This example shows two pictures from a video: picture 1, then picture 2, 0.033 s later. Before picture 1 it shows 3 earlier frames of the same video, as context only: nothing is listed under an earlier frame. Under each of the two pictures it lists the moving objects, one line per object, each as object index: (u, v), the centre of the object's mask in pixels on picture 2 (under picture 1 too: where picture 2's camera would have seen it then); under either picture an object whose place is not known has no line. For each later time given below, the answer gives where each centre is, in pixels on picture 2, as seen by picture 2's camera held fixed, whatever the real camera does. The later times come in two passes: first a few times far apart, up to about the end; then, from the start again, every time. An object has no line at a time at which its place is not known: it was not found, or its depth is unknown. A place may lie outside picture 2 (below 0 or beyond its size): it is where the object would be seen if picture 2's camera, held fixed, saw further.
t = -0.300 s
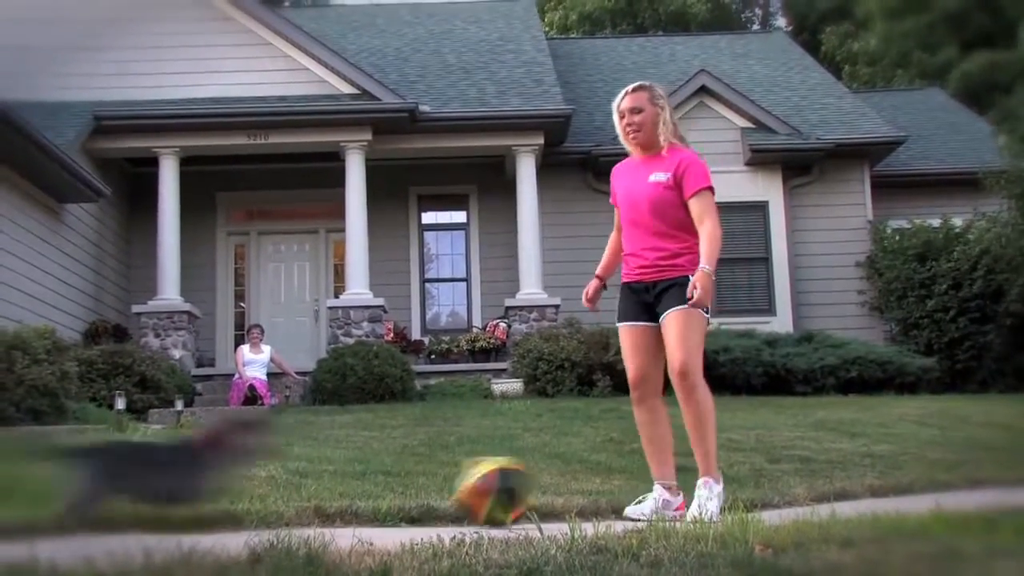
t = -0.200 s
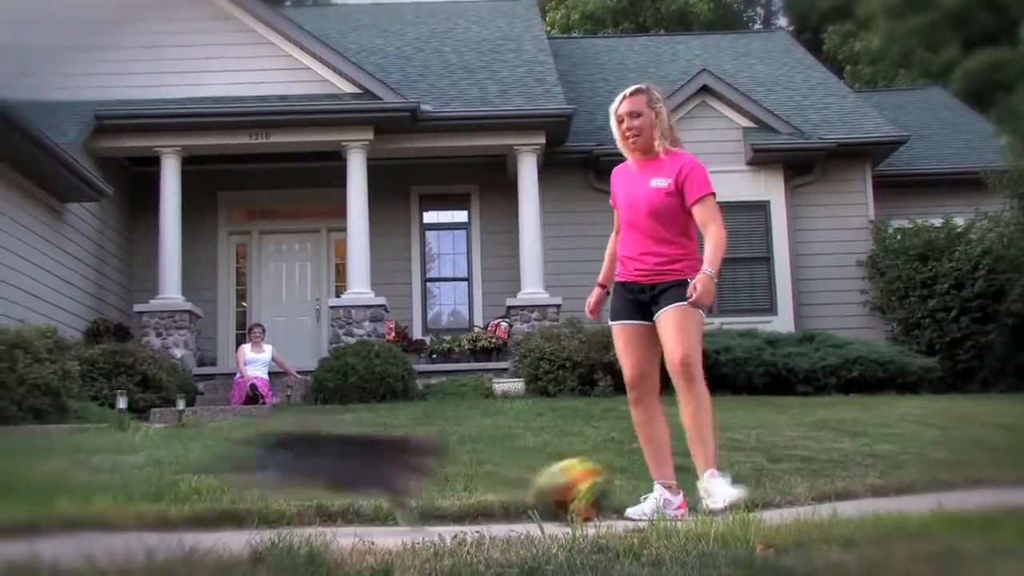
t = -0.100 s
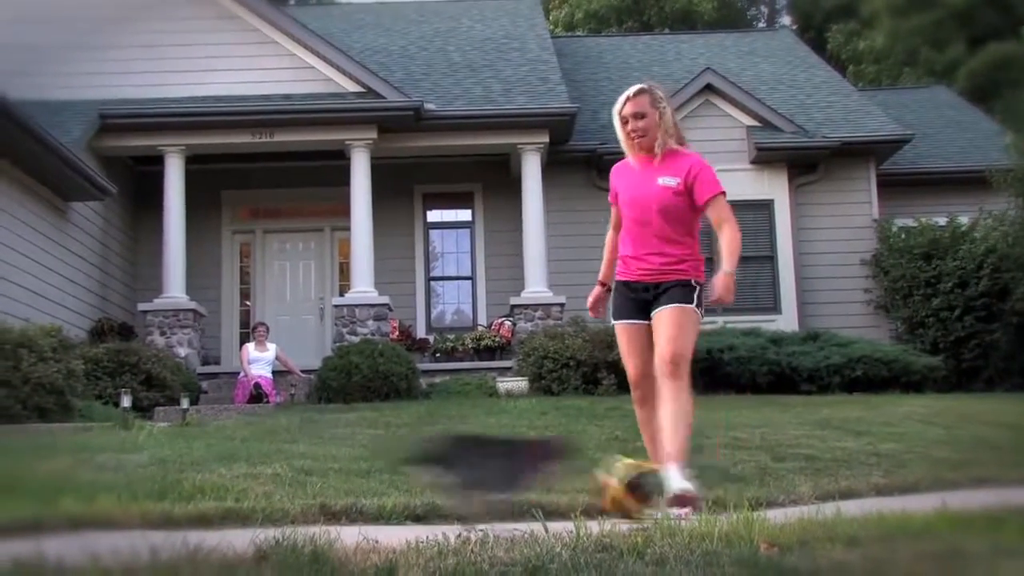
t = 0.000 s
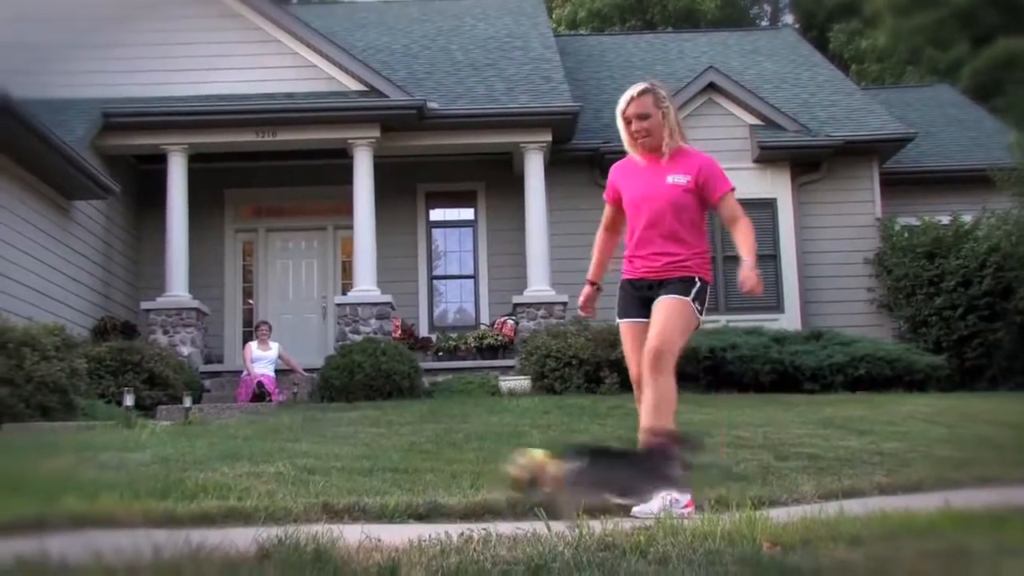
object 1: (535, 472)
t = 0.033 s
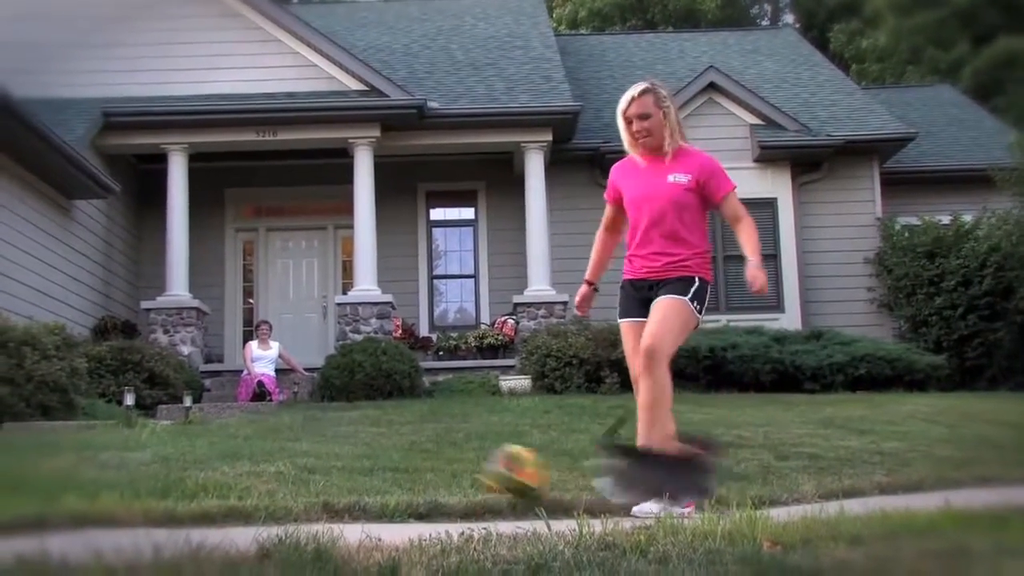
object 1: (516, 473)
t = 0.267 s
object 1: (408, 454)
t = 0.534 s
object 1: (349, 445)
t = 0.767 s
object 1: (316, 440)
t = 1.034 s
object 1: (296, 437)
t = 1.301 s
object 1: (297, 439)
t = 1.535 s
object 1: (306, 441)
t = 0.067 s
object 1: (491, 468)
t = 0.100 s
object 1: (474, 466)
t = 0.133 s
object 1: (454, 465)
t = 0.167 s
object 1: (438, 464)
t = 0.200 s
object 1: (428, 460)
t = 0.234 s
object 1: (418, 456)
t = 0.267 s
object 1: (408, 454)
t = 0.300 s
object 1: (399, 452)
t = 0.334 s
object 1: (391, 452)
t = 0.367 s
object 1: (382, 452)
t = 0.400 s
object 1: (373, 451)
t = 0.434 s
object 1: (366, 449)
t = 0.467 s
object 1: (360, 447)
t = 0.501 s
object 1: (353, 445)
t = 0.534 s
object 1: (349, 445)
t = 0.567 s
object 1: (342, 445)
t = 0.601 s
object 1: (337, 443)
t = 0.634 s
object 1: (332, 442)
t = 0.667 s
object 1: (328, 441)
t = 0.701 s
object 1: (323, 441)
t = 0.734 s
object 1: (320, 440)
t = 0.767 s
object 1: (316, 440)
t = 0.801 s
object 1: (313, 439)
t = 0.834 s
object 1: (310, 439)
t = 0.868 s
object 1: (305, 438)
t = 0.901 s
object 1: (304, 438)
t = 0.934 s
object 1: (301, 437)
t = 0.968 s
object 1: (299, 437)
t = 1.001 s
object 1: (298, 437)
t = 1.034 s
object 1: (296, 437)
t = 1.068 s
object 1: (295, 437)
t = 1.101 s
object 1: (295, 437)
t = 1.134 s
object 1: (295, 438)
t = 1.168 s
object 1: (295, 438)
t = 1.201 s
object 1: (295, 439)
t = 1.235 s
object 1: (295, 439)
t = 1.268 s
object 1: (296, 439)
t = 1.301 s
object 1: (297, 439)
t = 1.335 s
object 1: (298, 440)
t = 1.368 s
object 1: (299, 440)
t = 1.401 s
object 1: (300, 440)
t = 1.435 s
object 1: (302, 440)
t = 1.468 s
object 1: (303, 441)
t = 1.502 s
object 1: (305, 441)
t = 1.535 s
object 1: (306, 441)
